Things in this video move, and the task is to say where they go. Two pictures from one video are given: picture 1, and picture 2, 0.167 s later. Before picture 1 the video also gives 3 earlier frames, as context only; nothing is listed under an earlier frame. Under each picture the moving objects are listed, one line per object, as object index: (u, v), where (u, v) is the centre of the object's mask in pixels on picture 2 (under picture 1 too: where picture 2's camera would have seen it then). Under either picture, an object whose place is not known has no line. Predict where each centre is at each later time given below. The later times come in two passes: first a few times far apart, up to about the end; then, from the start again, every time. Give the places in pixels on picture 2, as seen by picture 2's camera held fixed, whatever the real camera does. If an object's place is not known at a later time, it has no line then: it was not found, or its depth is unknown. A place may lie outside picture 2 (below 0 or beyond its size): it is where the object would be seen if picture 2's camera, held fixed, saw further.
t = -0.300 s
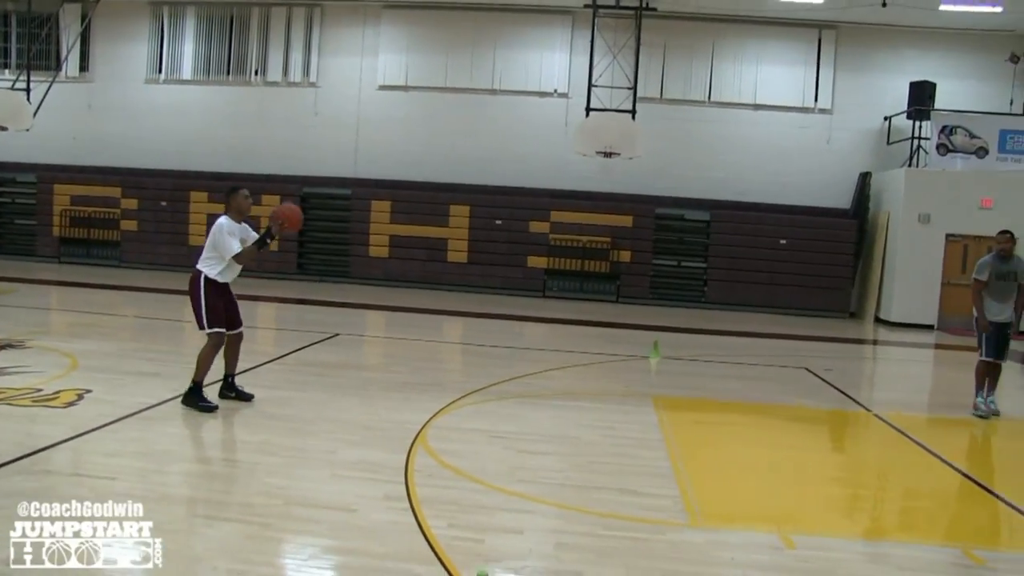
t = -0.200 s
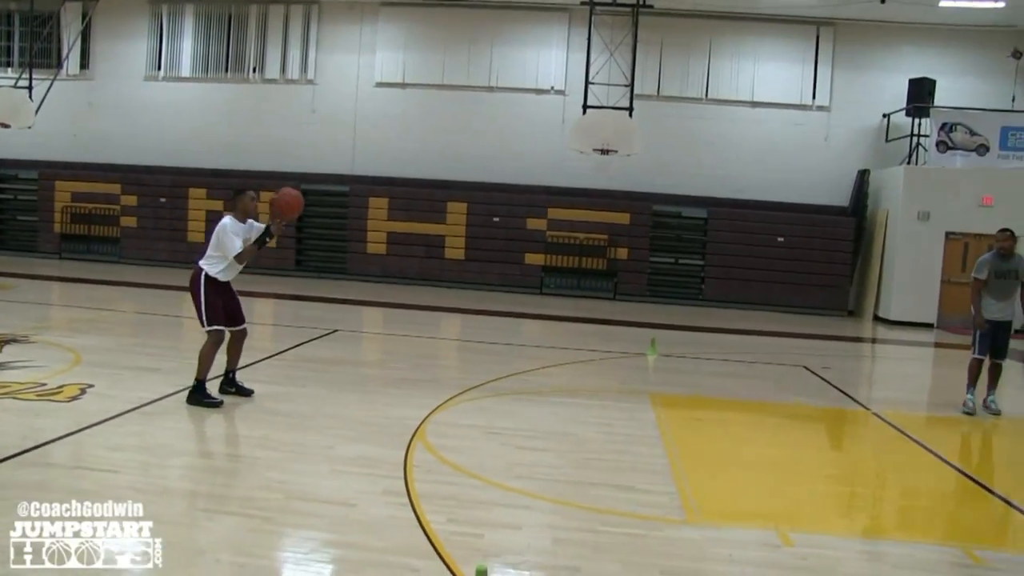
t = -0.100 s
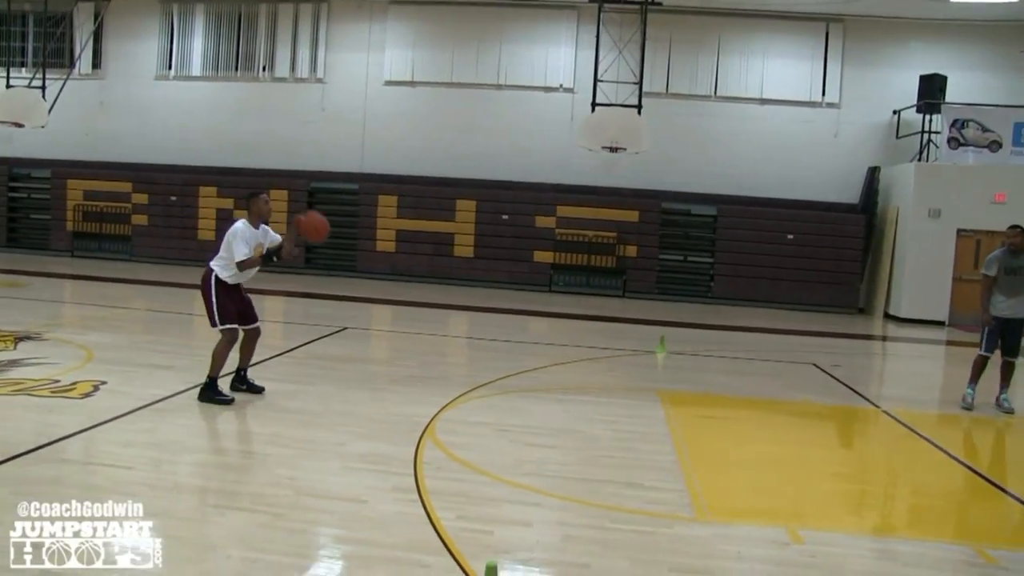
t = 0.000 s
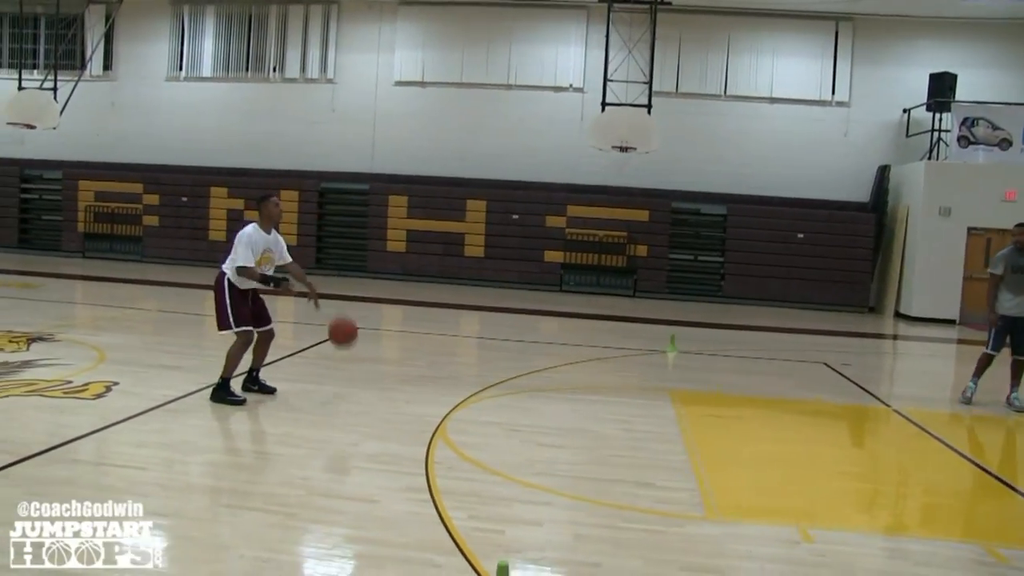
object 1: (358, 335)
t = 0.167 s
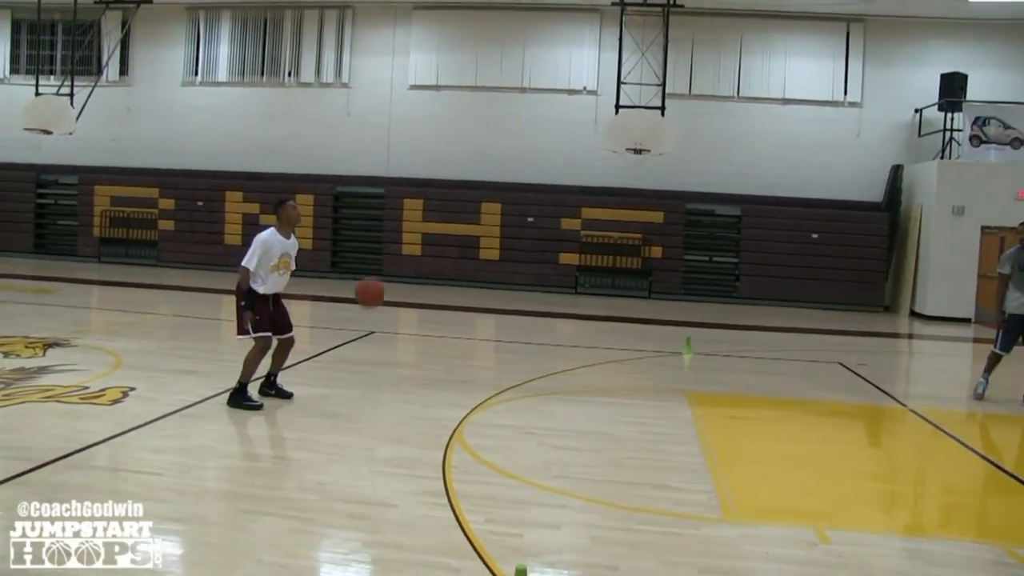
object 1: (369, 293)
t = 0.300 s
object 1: (377, 195)
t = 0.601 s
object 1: (389, 54)
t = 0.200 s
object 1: (371, 266)
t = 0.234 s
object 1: (373, 241)
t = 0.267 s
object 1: (375, 217)
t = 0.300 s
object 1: (377, 195)
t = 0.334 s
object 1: (378, 174)
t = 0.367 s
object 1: (380, 154)
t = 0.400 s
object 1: (382, 136)
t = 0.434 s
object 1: (383, 119)
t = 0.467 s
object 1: (385, 103)
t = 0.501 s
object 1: (386, 88)
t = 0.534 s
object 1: (387, 75)
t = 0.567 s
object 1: (388, 64)
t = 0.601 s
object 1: (389, 54)
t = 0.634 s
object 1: (390, 45)
